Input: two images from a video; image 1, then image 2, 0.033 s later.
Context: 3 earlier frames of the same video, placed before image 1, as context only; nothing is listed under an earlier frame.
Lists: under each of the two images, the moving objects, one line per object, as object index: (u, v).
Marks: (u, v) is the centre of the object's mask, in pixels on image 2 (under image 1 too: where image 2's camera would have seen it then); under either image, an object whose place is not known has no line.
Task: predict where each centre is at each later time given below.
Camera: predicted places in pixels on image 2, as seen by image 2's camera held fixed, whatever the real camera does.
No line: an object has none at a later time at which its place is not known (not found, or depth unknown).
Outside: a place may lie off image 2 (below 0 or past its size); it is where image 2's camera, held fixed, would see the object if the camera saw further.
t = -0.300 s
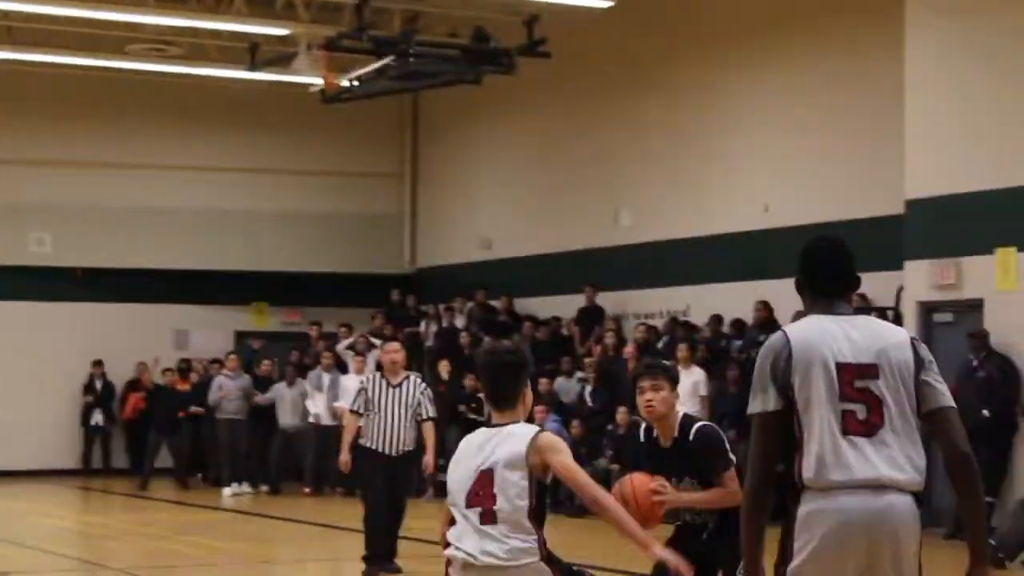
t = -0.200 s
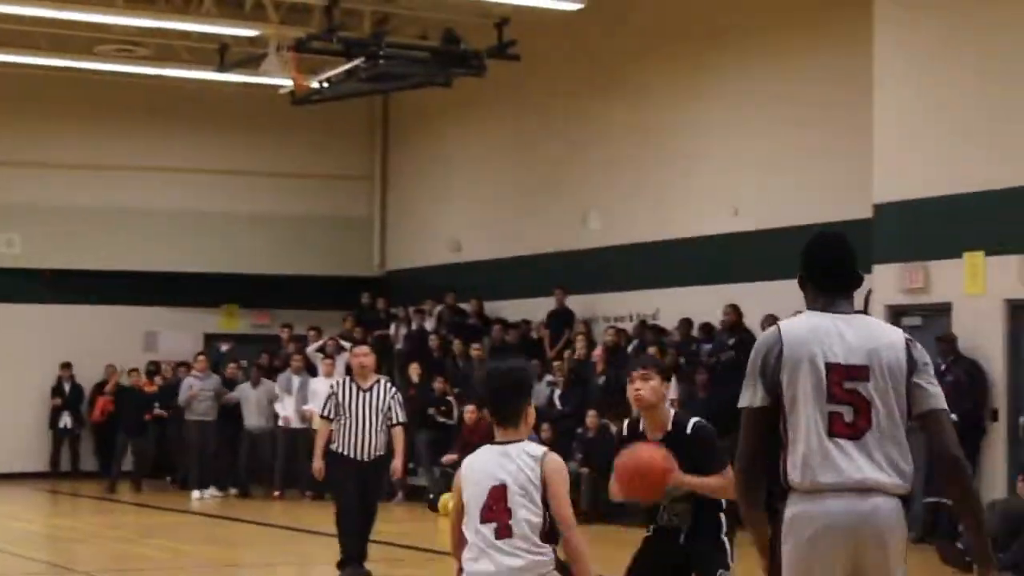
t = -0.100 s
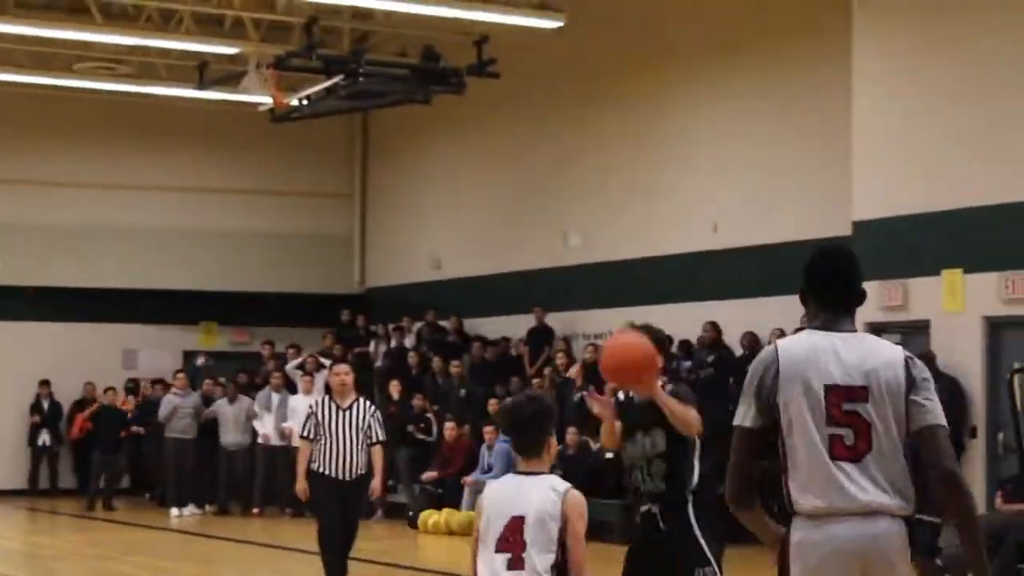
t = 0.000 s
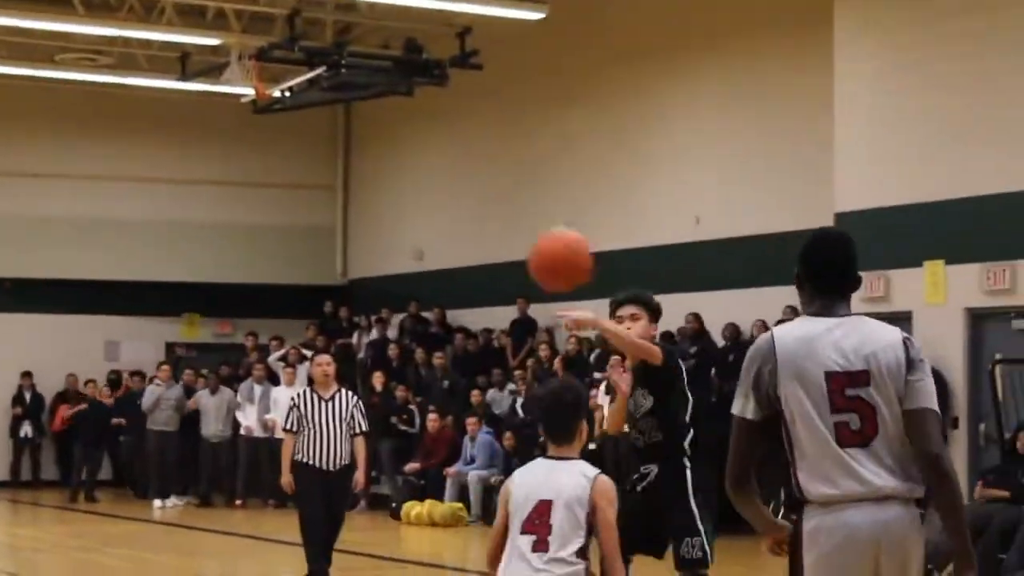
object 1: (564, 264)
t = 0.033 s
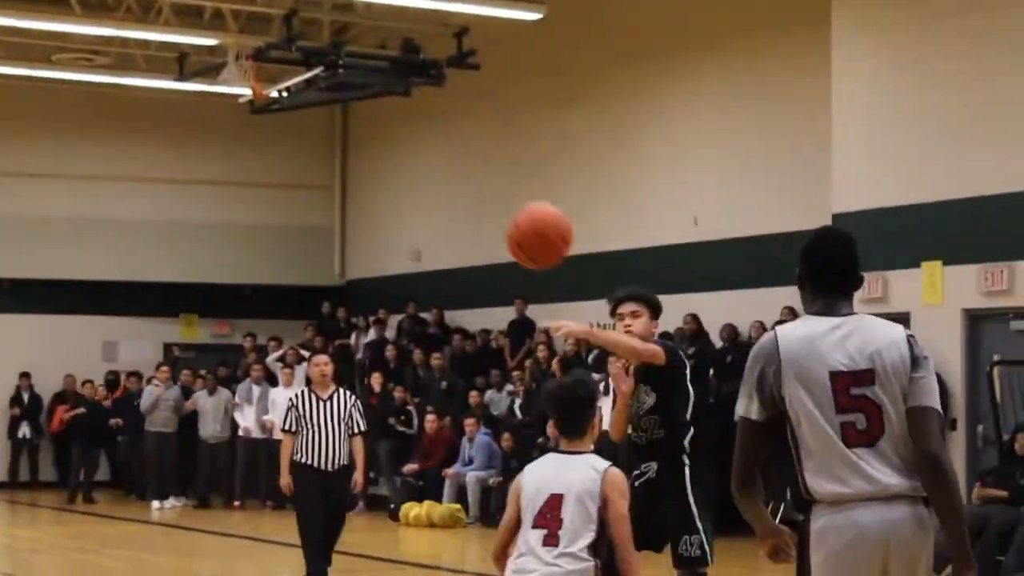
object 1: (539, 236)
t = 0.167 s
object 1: (450, 153)
